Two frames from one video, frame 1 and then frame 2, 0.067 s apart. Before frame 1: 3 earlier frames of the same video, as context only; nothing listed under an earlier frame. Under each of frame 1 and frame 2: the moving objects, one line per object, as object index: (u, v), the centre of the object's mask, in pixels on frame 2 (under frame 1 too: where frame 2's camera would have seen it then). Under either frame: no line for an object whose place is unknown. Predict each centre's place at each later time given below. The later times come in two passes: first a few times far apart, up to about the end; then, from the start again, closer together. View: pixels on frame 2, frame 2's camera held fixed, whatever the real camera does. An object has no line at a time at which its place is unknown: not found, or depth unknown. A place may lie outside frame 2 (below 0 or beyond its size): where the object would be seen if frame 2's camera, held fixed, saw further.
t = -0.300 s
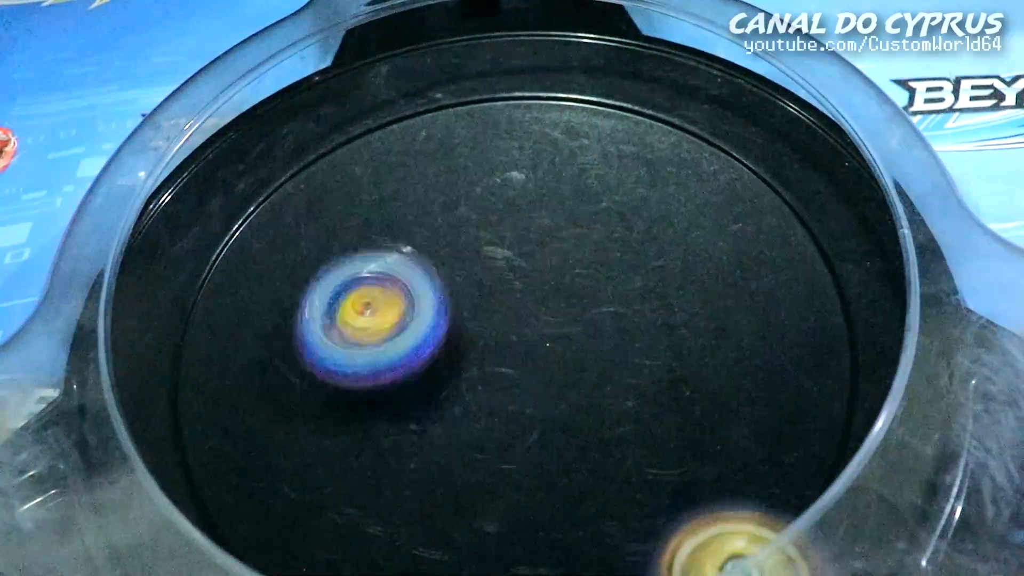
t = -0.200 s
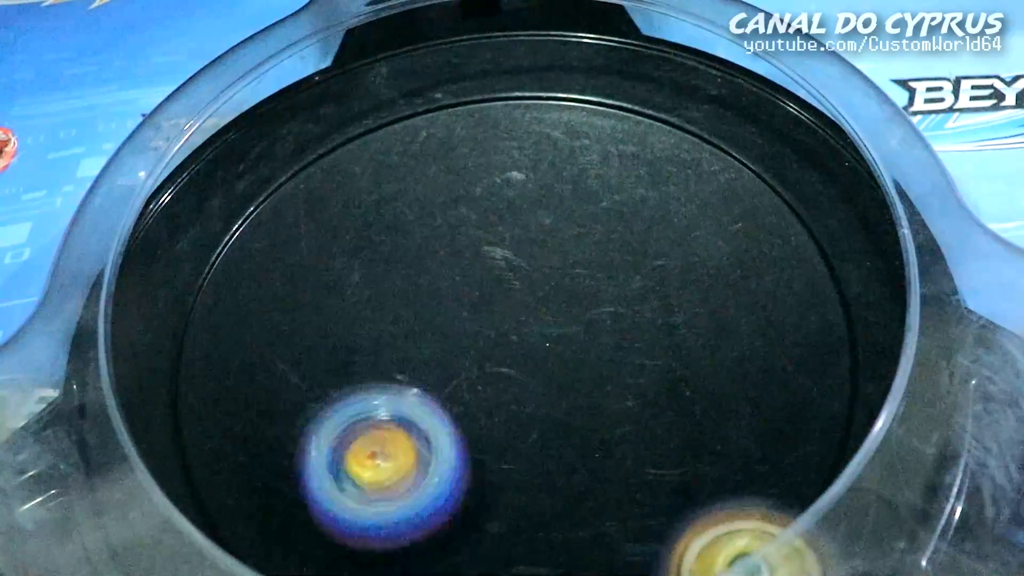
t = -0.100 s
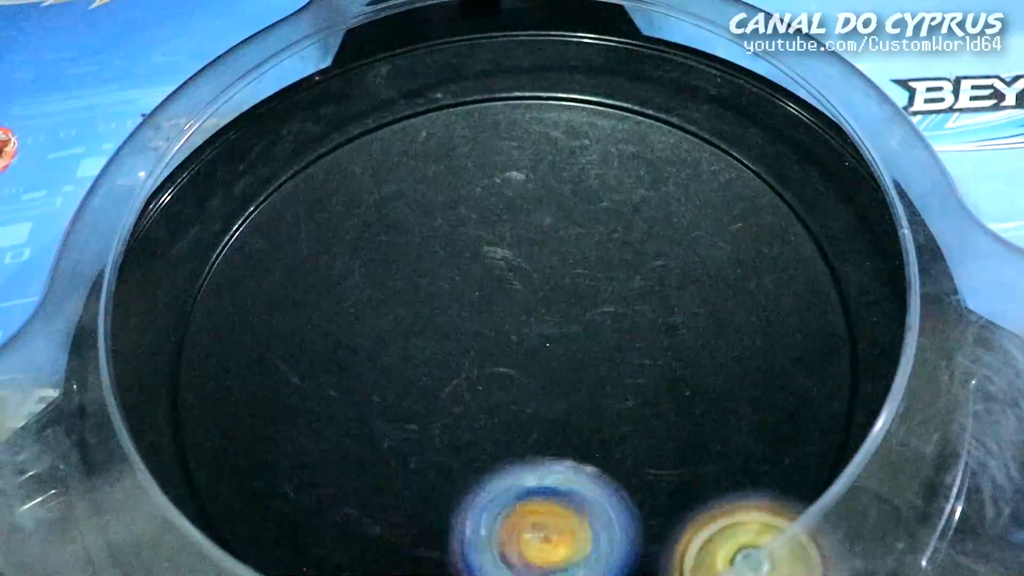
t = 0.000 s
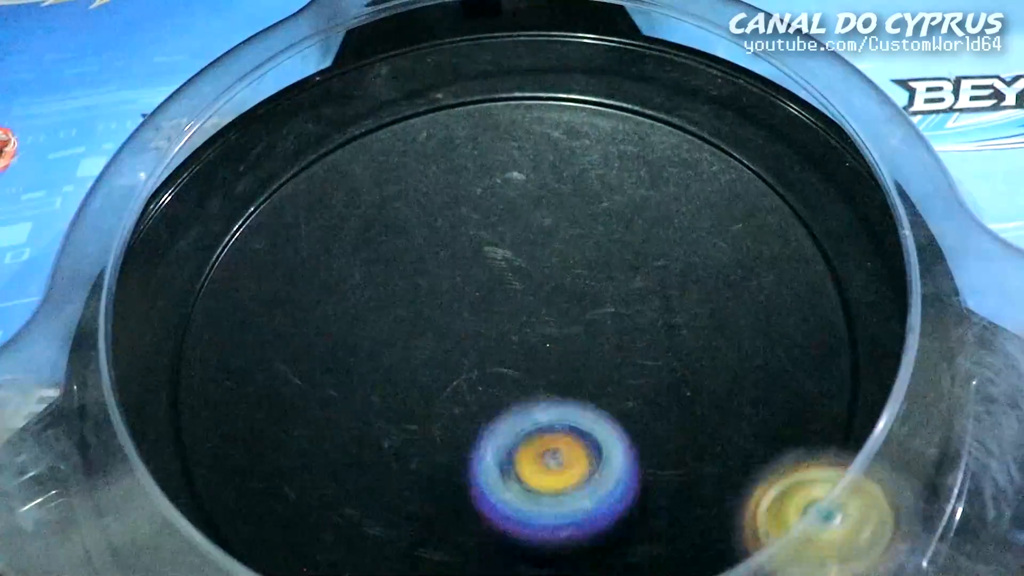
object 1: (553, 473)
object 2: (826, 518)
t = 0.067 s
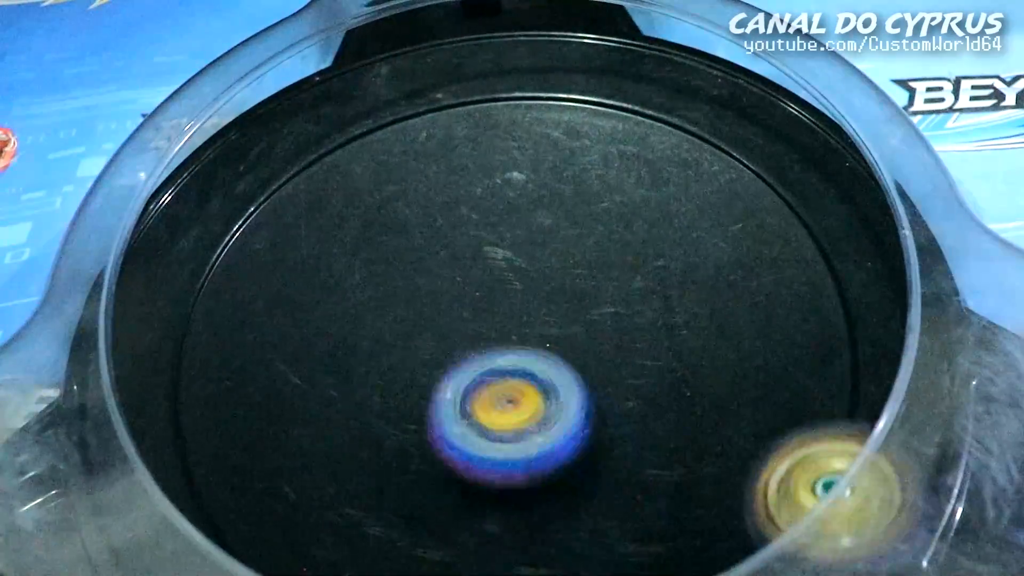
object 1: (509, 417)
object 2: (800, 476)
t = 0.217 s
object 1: (344, 404)
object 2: (812, 431)
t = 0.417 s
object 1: (391, 521)
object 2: (748, 381)
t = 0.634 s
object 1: (456, 335)
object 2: (696, 288)
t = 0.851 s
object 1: (184, 349)
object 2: (654, 224)
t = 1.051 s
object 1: (391, 440)
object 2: (591, 182)
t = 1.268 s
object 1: (377, 307)
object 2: (552, 111)
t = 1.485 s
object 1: (376, 472)
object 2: (539, 99)
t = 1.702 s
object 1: (581, 372)
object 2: (490, 146)
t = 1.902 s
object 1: (554, 250)
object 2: (422, 190)
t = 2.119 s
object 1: (758, 217)
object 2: (289, 182)
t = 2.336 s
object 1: (676, 179)
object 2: (286, 281)
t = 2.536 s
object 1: (623, 360)
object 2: (286, 387)
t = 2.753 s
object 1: (759, 465)
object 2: (335, 489)
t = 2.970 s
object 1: (702, 372)
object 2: (422, 534)
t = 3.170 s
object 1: (485, 408)
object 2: (511, 544)
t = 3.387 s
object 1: (333, 489)
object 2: (606, 526)
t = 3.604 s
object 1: (459, 471)
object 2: (686, 433)
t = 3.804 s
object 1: (429, 311)
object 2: (721, 330)
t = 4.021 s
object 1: (293, 258)
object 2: (704, 239)
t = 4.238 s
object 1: (380, 343)
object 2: (639, 177)
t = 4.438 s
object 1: (529, 283)
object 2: (558, 144)
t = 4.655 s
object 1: (598, 238)
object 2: (483, 140)
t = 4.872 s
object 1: (549, 269)
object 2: (397, 185)
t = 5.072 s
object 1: (592, 363)
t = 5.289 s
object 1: (663, 338)
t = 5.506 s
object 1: (547, 341)
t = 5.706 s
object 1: (541, 285)
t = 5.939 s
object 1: (443, 188)
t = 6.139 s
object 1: (403, 284)
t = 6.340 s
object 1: (550, 344)
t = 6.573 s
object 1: (458, 163)
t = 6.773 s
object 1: (349, 144)
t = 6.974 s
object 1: (360, 254)
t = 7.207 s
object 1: (529, 348)
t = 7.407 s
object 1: (688, 360)
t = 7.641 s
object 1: (762, 291)
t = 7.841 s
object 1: (632, 309)
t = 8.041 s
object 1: (499, 383)
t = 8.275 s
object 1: (430, 355)
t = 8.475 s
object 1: (407, 355)
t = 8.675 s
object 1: (460, 326)
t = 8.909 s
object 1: (478, 259)
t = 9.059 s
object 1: (474, 261)
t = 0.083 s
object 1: (493, 407)
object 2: (802, 471)
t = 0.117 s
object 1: (456, 393)
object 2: (806, 462)
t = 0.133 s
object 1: (437, 389)
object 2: (807, 458)
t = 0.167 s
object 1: (398, 390)
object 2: (810, 446)
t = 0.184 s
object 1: (381, 393)
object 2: (813, 441)
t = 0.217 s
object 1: (344, 404)
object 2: (812, 431)
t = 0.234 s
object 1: (328, 414)
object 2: (813, 424)
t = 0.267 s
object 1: (302, 436)
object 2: (809, 416)
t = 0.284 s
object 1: (293, 449)
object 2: (803, 416)
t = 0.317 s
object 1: (288, 480)
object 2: (793, 413)
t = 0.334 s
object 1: (293, 495)
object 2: (786, 407)
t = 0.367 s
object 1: (320, 514)
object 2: (772, 393)
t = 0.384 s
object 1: (342, 519)
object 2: (765, 389)
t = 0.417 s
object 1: (391, 521)
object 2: (748, 381)
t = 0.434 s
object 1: (417, 518)
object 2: (741, 377)
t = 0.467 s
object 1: (463, 505)
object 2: (726, 364)
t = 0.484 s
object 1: (481, 491)
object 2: (718, 358)
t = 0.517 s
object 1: (508, 454)
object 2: (702, 345)
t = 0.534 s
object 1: (515, 436)
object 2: (695, 338)
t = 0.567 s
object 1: (522, 397)
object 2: (682, 325)
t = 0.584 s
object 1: (521, 377)
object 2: (675, 318)
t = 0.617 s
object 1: (478, 347)
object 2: (691, 297)
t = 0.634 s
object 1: (456, 335)
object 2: (696, 288)
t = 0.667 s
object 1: (410, 314)
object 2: (699, 275)
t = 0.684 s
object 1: (387, 307)
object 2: (697, 269)
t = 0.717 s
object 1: (337, 298)
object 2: (690, 260)
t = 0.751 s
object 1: (292, 297)
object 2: (681, 252)
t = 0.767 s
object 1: (269, 300)
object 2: (676, 248)
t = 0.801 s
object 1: (224, 313)
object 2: (667, 238)
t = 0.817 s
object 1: (205, 325)
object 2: (662, 234)
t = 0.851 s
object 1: (184, 349)
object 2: (654, 224)
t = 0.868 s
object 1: (195, 366)
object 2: (648, 223)
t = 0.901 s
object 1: (222, 402)
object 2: (638, 211)
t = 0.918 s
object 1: (232, 415)
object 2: (632, 207)
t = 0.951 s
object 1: (259, 444)
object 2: (621, 202)
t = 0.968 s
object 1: (278, 454)
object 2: (617, 197)
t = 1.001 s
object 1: (321, 460)
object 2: (607, 190)
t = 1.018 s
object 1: (346, 457)
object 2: (602, 187)
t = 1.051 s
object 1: (391, 440)
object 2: (591, 182)
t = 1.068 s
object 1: (410, 426)
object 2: (586, 180)
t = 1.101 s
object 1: (441, 395)
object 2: (574, 178)
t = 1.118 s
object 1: (452, 377)
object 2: (568, 175)
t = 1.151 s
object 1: (465, 340)
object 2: (556, 173)
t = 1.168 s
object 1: (466, 320)
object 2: (550, 172)
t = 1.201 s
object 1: (462, 282)
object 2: (537, 168)
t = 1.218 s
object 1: (445, 280)
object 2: (540, 161)
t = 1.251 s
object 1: (400, 298)
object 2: (549, 123)
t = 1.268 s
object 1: (377, 307)
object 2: (552, 111)
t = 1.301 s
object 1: (345, 328)
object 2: (556, 98)
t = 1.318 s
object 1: (334, 340)
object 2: (557, 97)
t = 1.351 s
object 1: (320, 367)
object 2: (558, 93)
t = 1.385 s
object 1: (317, 398)
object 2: (553, 91)
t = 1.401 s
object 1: (320, 411)
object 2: (551, 91)
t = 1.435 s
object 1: (333, 440)
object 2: (548, 95)
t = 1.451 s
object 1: (345, 453)
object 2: (545, 96)
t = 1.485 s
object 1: (376, 472)
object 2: (539, 99)
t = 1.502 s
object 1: (394, 478)
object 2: (536, 101)
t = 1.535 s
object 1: (436, 482)
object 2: (529, 105)
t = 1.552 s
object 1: (459, 480)
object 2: (525, 109)
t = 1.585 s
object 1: (497, 469)
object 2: (519, 114)
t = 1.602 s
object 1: (518, 458)
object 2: (515, 118)
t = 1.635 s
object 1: (545, 433)
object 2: (506, 127)
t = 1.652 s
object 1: (558, 420)
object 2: (503, 132)
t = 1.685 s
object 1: (577, 387)
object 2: (494, 141)
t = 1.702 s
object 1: (581, 372)
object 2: (490, 146)
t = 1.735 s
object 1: (587, 341)
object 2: (483, 157)
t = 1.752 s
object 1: (585, 325)
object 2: (478, 163)
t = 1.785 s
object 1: (576, 298)
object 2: (470, 175)
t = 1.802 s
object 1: (571, 284)
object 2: (465, 181)
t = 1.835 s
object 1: (564, 269)
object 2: (448, 186)
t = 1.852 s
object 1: (564, 267)
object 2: (438, 187)
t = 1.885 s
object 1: (561, 256)
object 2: (426, 188)
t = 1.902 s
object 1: (554, 250)
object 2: (422, 190)
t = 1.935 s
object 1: (575, 253)
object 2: (388, 186)
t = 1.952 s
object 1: (601, 259)
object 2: (364, 179)
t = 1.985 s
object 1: (644, 263)
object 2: (328, 167)
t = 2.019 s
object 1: (679, 260)
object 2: (304, 164)
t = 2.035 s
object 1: (696, 256)
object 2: (297, 164)
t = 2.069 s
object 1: (725, 243)
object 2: (288, 168)
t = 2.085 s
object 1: (738, 236)
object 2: (287, 172)
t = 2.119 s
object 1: (758, 217)
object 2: (289, 182)
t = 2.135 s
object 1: (767, 208)
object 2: (289, 191)
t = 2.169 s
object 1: (775, 187)
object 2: (289, 203)
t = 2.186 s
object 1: (776, 178)
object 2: (288, 211)
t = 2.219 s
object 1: (762, 166)
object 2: (288, 226)
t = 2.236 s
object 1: (753, 164)
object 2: (288, 233)
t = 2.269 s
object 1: (732, 157)
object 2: (287, 249)
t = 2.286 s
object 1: (719, 159)
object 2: (287, 257)
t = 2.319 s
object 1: (691, 170)
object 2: (287, 273)
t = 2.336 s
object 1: (676, 179)
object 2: (286, 281)
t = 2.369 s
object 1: (651, 204)
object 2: (284, 298)
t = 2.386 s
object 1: (641, 217)
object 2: (283, 306)
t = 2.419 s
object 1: (627, 249)
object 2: (283, 326)
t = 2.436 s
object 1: (622, 264)
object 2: (282, 335)
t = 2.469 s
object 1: (617, 297)
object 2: (282, 352)
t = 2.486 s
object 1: (616, 313)
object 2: (282, 361)
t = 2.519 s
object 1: (620, 345)
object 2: (285, 380)
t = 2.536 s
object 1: (623, 360)
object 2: (286, 387)
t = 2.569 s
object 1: (635, 389)
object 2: (290, 405)
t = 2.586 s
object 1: (642, 402)
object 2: (292, 415)
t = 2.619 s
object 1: (659, 426)
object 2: (298, 431)
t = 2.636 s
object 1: (671, 436)
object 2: (301, 439)
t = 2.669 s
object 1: (695, 455)
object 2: (309, 454)
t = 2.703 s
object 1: (722, 467)
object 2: (318, 469)
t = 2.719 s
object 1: (735, 468)
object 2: (323, 477)
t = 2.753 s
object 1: (759, 465)
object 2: (335, 489)
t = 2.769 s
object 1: (776, 463)
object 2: (341, 497)
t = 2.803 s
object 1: (799, 452)
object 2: (354, 507)
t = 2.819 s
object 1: (802, 439)
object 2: (360, 511)
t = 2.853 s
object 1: (797, 418)
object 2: (373, 518)
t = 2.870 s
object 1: (793, 408)
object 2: (381, 521)
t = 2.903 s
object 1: (774, 392)
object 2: (395, 526)
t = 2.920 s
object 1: (758, 385)
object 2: (401, 529)
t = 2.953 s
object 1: (723, 374)
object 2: (416, 532)
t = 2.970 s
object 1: (702, 372)
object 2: (422, 534)
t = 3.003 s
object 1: (662, 374)
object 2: (439, 535)
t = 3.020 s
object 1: (642, 377)
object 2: (447, 536)
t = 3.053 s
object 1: (602, 386)
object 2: (463, 537)
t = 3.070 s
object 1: (582, 393)
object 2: (472, 537)
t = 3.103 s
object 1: (545, 406)
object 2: (488, 536)
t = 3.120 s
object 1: (528, 413)
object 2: (497, 536)
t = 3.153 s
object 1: (499, 408)
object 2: (506, 543)
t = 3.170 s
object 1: (485, 408)
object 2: (511, 544)
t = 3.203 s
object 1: (454, 411)
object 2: (524, 544)
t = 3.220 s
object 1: (438, 415)
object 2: (533, 544)
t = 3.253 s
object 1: (408, 424)
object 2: (548, 542)
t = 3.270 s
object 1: (394, 430)
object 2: (556, 541)
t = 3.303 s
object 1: (369, 443)
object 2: (572, 538)
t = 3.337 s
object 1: (349, 460)
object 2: (586, 534)
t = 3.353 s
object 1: (343, 470)
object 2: (593, 531)
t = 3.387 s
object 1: (333, 489)
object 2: (606, 526)
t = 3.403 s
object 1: (332, 498)
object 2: (612, 523)
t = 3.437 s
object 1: (335, 510)
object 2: (622, 516)
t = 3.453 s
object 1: (345, 514)
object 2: (629, 511)
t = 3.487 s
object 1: (371, 517)
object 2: (641, 497)
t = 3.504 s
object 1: (386, 517)
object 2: (648, 489)
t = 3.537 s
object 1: (418, 512)
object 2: (660, 472)
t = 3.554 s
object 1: (429, 507)
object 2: (667, 461)
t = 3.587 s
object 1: (453, 484)
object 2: (679, 443)
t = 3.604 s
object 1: (459, 471)
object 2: (686, 433)
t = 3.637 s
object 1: (467, 440)
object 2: (696, 415)
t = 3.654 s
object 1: (471, 425)
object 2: (700, 405)
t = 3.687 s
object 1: (468, 396)
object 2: (708, 387)
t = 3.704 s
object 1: (465, 380)
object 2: (712, 378)
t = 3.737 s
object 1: (457, 355)
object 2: (717, 360)
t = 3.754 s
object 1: (450, 343)
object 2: (719, 352)
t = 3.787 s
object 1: (437, 319)
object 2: (721, 335)
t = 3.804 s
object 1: (429, 311)
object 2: (721, 330)
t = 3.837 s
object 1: (412, 291)
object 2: (722, 312)
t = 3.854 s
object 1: (403, 283)
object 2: (722, 302)
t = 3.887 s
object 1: (383, 269)
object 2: (720, 290)
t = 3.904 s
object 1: (372, 262)
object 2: (719, 283)
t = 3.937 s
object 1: (348, 255)
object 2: (716, 269)
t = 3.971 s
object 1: (324, 251)
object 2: (712, 259)
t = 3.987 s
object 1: (314, 251)
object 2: (710, 250)
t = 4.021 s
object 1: (293, 258)
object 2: (704, 239)
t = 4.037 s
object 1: (285, 263)
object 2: (701, 234)
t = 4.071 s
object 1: (274, 279)
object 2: (692, 224)
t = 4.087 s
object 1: (271, 289)
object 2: (689, 218)
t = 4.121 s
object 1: (278, 307)
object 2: (680, 204)
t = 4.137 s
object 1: (287, 318)
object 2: (675, 201)
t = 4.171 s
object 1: (312, 334)
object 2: (665, 192)
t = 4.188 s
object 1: (329, 338)
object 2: (658, 187)
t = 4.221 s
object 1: (363, 343)
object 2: (646, 181)
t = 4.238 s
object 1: (380, 343)
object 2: (639, 177)
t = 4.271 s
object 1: (415, 337)
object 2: (625, 171)
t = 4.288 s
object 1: (430, 334)
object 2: (621, 168)
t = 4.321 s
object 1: (460, 321)
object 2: (604, 165)
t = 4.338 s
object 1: (477, 314)
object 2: (598, 163)
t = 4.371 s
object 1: (501, 298)
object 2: (583, 160)
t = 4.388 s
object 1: (513, 288)
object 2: (576, 158)
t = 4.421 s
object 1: (527, 281)
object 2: (563, 150)
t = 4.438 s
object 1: (529, 283)
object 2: (558, 144)
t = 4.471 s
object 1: (543, 284)
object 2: (552, 134)
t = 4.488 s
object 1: (553, 282)
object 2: (547, 131)
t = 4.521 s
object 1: (569, 277)
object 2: (535, 131)
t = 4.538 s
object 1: (578, 272)
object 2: (530, 133)
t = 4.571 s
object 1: (592, 261)
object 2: (517, 135)
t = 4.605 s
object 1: (600, 251)
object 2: (503, 136)
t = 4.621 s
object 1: (600, 246)
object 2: (496, 138)
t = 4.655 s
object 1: (598, 238)
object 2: (483, 140)
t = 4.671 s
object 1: (596, 236)
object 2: (476, 141)
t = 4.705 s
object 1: (590, 233)
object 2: (463, 147)
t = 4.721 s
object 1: (587, 231)
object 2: (455, 149)
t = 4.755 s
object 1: (578, 234)
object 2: (442, 155)
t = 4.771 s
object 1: (571, 236)
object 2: (435, 158)
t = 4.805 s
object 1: (562, 243)
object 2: (422, 166)
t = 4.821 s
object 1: (557, 249)
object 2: (416, 169)
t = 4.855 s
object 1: (551, 262)
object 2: (403, 179)
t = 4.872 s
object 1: (549, 269)
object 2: (397, 185)
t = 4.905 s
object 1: (545, 286)
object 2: (386, 195)
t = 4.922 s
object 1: (544, 295)
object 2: (380, 202)
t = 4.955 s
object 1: (547, 313)
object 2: (370, 214)
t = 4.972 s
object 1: (552, 322)
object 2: (364, 218)
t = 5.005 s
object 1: (561, 339)
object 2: (355, 235)
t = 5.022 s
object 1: (566, 346)
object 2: (351, 241)
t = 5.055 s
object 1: (584, 358)
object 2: (342, 254)
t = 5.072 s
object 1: (592, 363)
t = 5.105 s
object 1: (611, 370)
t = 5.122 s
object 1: (621, 370)
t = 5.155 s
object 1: (639, 370)
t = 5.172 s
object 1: (646, 369)
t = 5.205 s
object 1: (659, 362)
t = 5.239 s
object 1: (665, 352)
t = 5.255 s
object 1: (666, 347)
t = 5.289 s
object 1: (663, 338)
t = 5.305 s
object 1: (659, 335)
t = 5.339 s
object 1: (646, 329)
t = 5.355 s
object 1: (640, 328)
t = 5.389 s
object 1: (621, 325)
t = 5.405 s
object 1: (611, 324)
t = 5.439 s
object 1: (589, 326)
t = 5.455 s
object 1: (580, 329)
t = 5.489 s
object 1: (559, 336)
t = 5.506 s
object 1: (547, 341)
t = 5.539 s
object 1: (528, 353)
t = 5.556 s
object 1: (519, 361)
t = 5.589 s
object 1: (504, 377)
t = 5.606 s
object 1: (506, 378)
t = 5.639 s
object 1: (528, 342)
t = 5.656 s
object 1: (537, 326)
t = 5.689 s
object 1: (542, 298)
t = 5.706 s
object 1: (541, 285)
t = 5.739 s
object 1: (538, 263)
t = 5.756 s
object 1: (534, 252)
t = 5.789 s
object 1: (525, 233)
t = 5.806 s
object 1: (517, 223)
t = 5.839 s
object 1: (502, 208)
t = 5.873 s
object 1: (484, 196)
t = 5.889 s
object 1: (476, 193)
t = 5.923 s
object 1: (455, 189)
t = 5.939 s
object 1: (443, 188)
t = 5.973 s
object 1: (423, 193)
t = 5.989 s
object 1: (414, 200)
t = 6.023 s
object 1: (399, 213)
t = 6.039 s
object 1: (395, 221)
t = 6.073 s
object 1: (391, 241)
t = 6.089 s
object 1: (392, 253)
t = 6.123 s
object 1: (397, 275)
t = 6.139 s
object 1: (403, 284)
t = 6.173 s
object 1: (419, 303)
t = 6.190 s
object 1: (430, 312)
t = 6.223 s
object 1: (453, 326)
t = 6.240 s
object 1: (466, 331)
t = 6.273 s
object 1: (493, 339)
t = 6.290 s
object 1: (508, 342)
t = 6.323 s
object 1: (537, 343)
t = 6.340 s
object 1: (550, 344)
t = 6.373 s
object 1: (576, 338)
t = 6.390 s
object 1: (569, 309)
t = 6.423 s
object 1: (542, 261)
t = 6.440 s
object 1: (532, 240)
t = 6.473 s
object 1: (512, 208)
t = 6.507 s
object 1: (494, 188)
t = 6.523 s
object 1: (484, 182)
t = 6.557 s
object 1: (468, 168)
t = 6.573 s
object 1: (458, 163)
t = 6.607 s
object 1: (441, 152)
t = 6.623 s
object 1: (431, 147)
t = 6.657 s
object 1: (412, 139)
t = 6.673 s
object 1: (402, 139)
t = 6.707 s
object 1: (383, 136)
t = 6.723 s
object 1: (374, 136)
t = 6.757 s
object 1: (356, 140)
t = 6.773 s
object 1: (349, 144)
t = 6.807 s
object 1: (337, 157)
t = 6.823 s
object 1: (332, 166)
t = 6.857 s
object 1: (330, 184)
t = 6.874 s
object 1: (329, 194)
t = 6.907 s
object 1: (336, 214)
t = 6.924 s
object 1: (340, 223)
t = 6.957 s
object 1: (352, 245)
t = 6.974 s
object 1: (360, 254)
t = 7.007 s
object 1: (378, 274)
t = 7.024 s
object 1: (389, 284)
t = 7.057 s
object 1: (411, 299)
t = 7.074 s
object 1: (424, 306)
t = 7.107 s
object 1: (449, 320)
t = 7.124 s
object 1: (462, 325)
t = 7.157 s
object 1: (490, 336)
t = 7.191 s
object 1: (517, 344)
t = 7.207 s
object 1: (529, 348)
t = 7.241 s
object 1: (558, 354)
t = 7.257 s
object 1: (571, 358)
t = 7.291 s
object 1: (599, 361)
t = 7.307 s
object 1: (612, 361)
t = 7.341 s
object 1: (637, 363)
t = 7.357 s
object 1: (652, 362)
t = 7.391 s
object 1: (676, 361)
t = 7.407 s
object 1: (688, 360)
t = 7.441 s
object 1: (710, 355)
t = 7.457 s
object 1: (719, 353)
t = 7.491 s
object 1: (740, 345)
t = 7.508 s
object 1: (748, 338)
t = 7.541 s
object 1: (760, 327)
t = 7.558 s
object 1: (766, 320)
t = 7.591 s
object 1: (769, 307)
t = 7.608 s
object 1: (769, 303)
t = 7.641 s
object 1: (762, 291)
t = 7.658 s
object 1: (753, 290)
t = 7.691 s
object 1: (738, 284)
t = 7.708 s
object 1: (726, 284)
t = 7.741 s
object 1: (702, 286)
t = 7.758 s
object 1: (691, 288)
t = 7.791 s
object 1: (667, 296)
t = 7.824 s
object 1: (645, 304)
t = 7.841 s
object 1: (632, 309)
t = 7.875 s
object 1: (607, 319)
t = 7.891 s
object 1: (598, 325)
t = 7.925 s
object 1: (574, 337)
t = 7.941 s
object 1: (563, 344)
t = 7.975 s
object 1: (541, 357)
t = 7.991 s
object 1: (531, 364)
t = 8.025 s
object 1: (510, 376)
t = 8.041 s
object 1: (499, 383)
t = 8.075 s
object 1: (488, 390)
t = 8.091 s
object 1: (486, 386)
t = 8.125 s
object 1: (481, 379)
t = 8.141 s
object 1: (477, 377)
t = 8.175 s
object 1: (466, 368)
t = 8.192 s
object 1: (458, 365)
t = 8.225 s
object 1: (449, 359)
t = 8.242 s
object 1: (441, 357)
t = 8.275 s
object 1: (430, 355)
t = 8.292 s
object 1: (425, 352)
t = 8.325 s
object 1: (414, 351)
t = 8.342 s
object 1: (410, 349)
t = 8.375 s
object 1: (403, 351)
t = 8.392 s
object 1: (403, 353)
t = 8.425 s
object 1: (401, 354)
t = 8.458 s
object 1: (404, 355)
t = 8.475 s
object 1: (407, 355)
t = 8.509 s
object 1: (413, 355)
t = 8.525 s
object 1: (417, 354)
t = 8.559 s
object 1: (424, 350)
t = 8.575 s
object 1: (430, 347)
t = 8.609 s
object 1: (439, 342)
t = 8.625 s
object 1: (445, 339)
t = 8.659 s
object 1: (456, 331)
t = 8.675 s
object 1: (460, 326)
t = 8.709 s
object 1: (468, 314)
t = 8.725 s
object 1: (471, 310)
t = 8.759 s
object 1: (478, 296)
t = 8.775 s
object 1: (478, 293)
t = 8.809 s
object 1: (482, 282)
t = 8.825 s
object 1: (480, 277)
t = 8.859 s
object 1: (481, 267)
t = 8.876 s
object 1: (478, 264)
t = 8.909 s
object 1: (478, 259)
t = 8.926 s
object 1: (476, 257)
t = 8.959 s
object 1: (476, 257)
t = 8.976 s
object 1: (475, 256)
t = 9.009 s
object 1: (474, 257)
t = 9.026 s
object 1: (474, 258)
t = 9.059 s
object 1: (474, 261)
